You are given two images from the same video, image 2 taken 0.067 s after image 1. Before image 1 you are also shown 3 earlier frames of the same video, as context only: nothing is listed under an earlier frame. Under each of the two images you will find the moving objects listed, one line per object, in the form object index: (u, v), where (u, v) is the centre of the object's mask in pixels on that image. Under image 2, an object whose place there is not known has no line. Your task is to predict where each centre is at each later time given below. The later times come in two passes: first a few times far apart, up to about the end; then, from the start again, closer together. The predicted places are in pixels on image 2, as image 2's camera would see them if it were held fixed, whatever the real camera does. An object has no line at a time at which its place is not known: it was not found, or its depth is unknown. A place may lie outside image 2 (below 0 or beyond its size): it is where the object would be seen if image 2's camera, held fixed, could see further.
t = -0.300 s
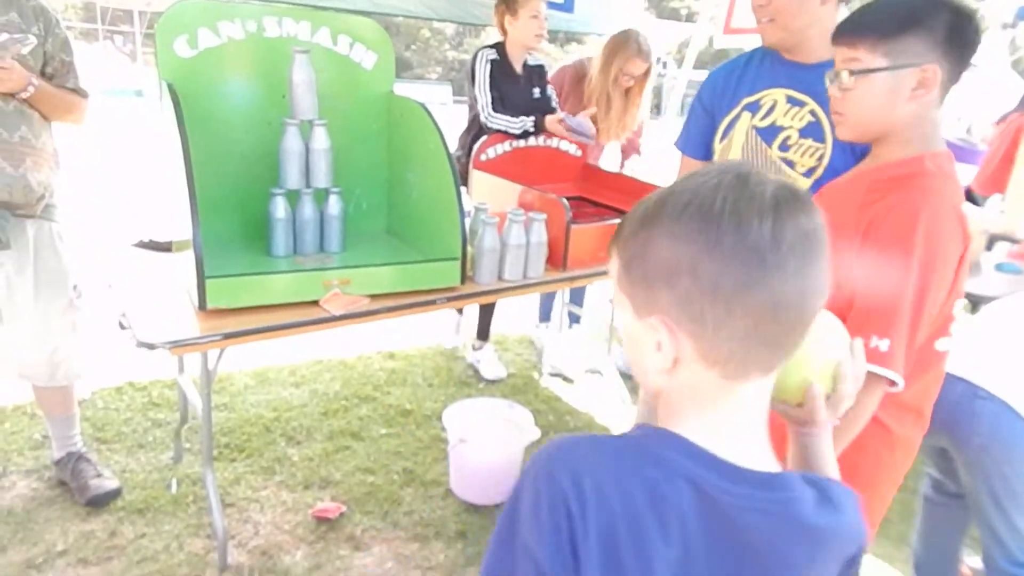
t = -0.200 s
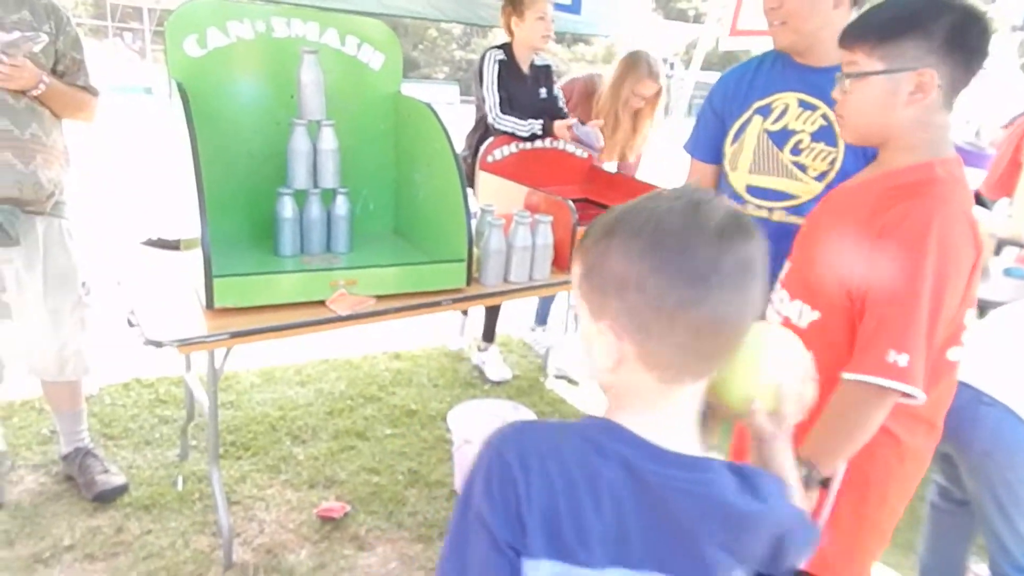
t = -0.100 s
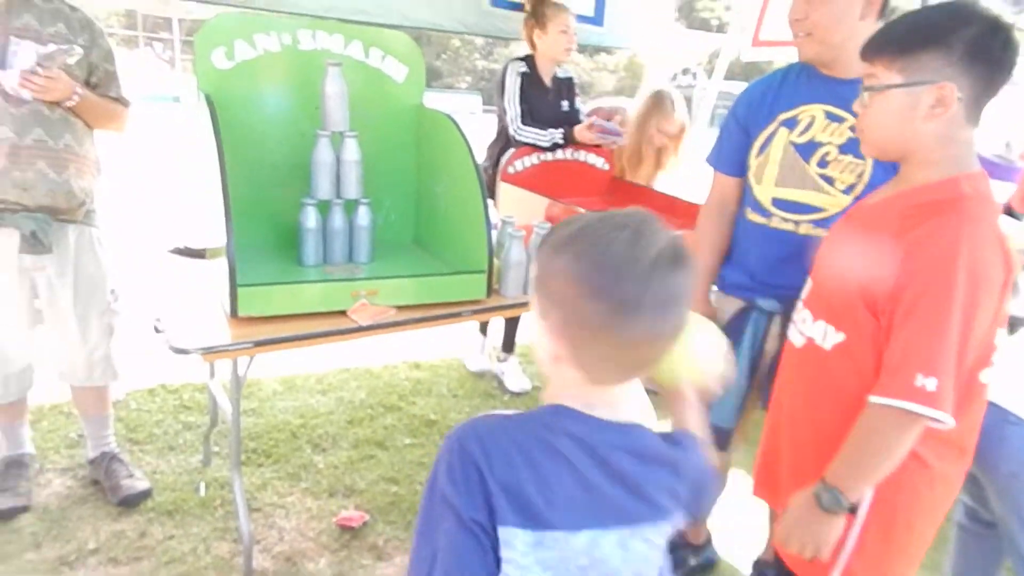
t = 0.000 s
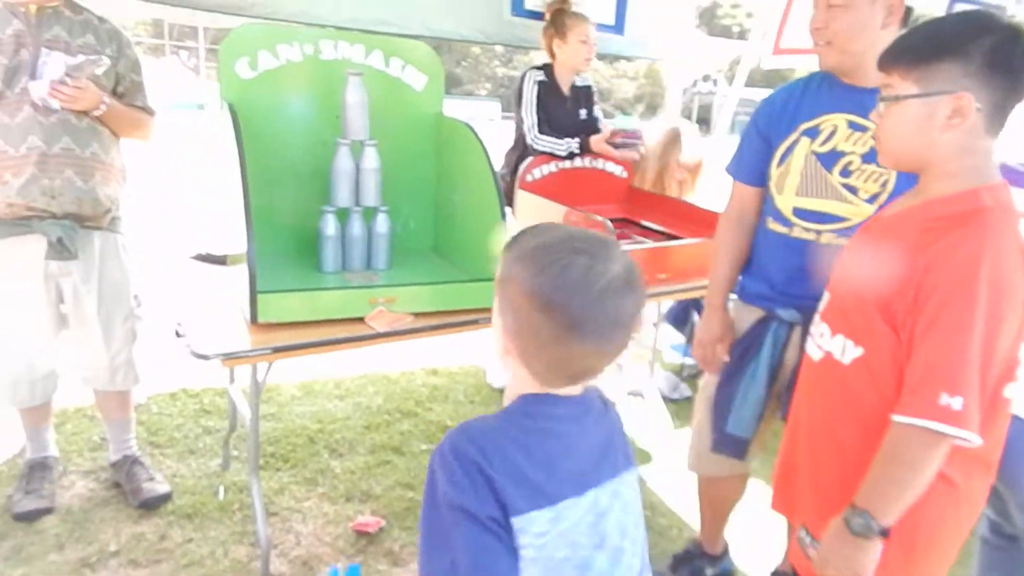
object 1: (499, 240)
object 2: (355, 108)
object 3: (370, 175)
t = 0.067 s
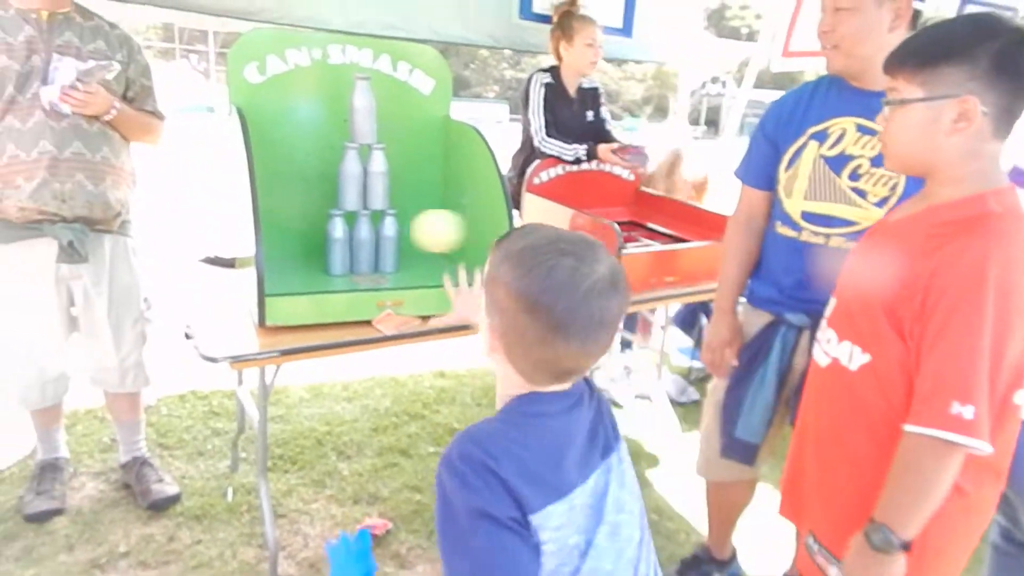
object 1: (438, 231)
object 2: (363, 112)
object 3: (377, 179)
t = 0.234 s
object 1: (348, 270)
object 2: (363, 111)
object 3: (377, 178)
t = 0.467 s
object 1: (310, 279)
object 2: (332, 132)
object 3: (373, 180)
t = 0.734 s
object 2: (296, 250)
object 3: (322, 230)
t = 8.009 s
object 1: (280, 278)
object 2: (309, 262)
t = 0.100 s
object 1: (404, 231)
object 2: (364, 111)
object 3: (378, 179)
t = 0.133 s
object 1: (375, 235)
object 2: (364, 112)
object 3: (378, 179)
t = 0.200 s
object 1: (353, 258)
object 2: (363, 110)
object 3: (378, 178)
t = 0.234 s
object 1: (348, 270)
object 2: (363, 111)
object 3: (377, 178)
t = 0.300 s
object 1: (340, 272)
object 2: (359, 113)
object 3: (377, 178)
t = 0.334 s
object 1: (335, 276)
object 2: (356, 113)
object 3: (377, 177)
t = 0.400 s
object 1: (324, 281)
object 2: (346, 119)
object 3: (376, 178)
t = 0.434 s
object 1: (317, 280)
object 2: (339, 124)
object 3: (374, 179)
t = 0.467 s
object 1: (310, 279)
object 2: (332, 132)
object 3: (373, 180)
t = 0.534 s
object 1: (297, 276)
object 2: (319, 162)
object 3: (367, 183)
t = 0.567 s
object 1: (290, 276)
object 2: (312, 182)
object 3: (362, 186)
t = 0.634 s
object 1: (279, 273)
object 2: (299, 231)
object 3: (350, 203)
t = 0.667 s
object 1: (277, 271)
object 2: (295, 244)
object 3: (349, 216)
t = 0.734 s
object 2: (296, 250)
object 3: (322, 230)
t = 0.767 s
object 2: (304, 254)
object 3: (323, 230)
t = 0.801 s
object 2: (305, 254)
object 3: (339, 237)
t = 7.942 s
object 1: (281, 279)
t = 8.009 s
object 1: (280, 278)
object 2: (309, 262)
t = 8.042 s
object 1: (278, 277)
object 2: (308, 261)
